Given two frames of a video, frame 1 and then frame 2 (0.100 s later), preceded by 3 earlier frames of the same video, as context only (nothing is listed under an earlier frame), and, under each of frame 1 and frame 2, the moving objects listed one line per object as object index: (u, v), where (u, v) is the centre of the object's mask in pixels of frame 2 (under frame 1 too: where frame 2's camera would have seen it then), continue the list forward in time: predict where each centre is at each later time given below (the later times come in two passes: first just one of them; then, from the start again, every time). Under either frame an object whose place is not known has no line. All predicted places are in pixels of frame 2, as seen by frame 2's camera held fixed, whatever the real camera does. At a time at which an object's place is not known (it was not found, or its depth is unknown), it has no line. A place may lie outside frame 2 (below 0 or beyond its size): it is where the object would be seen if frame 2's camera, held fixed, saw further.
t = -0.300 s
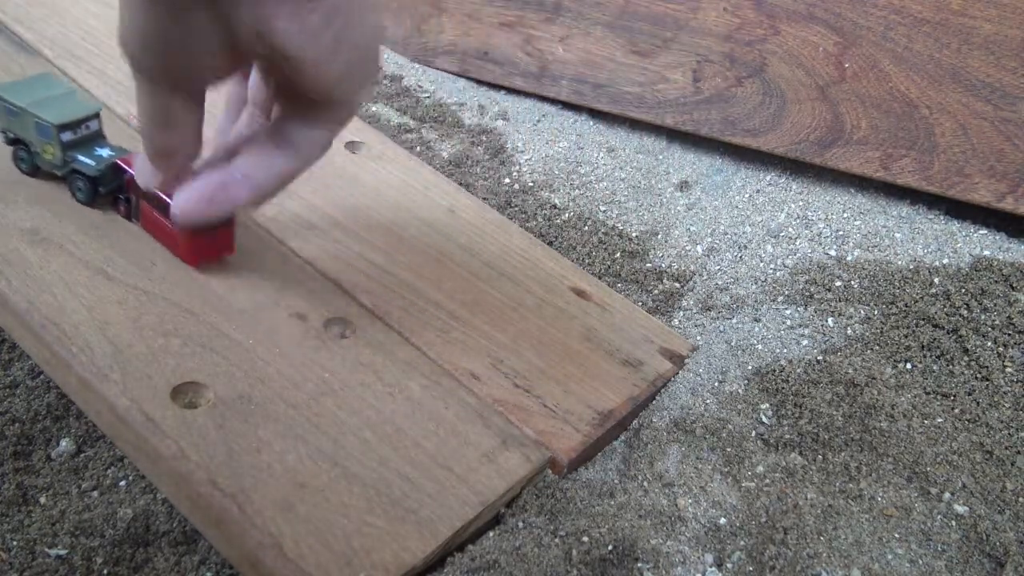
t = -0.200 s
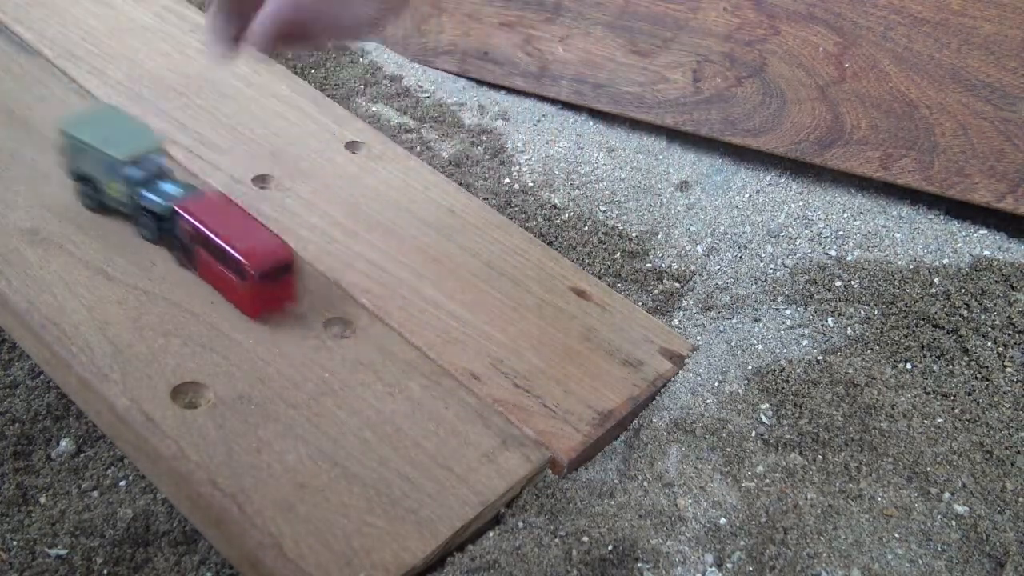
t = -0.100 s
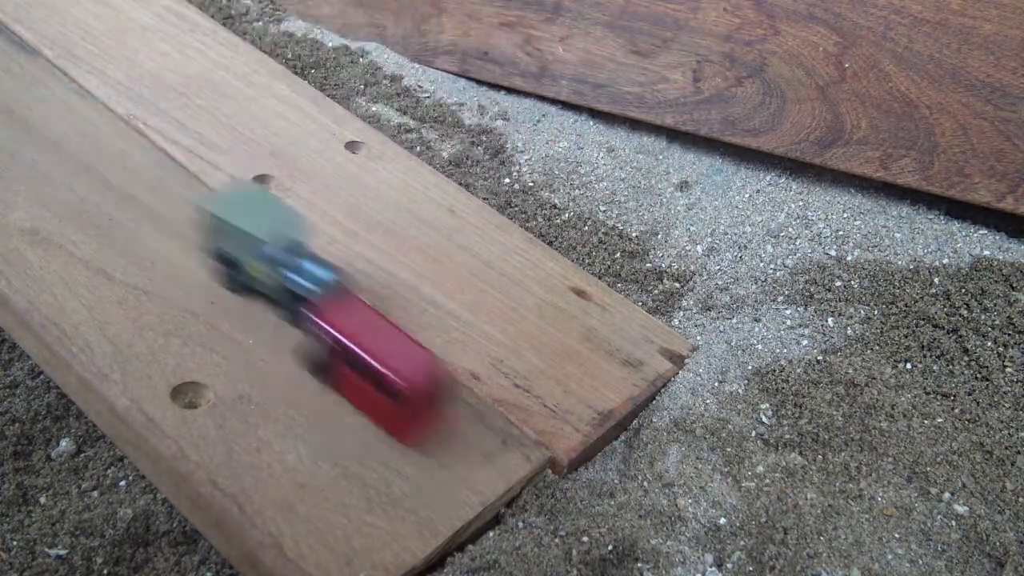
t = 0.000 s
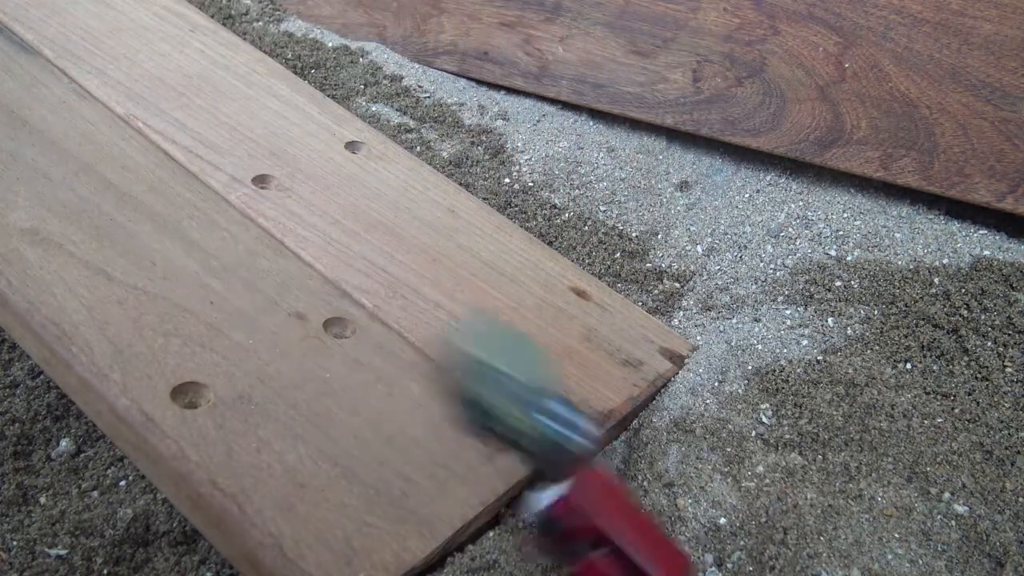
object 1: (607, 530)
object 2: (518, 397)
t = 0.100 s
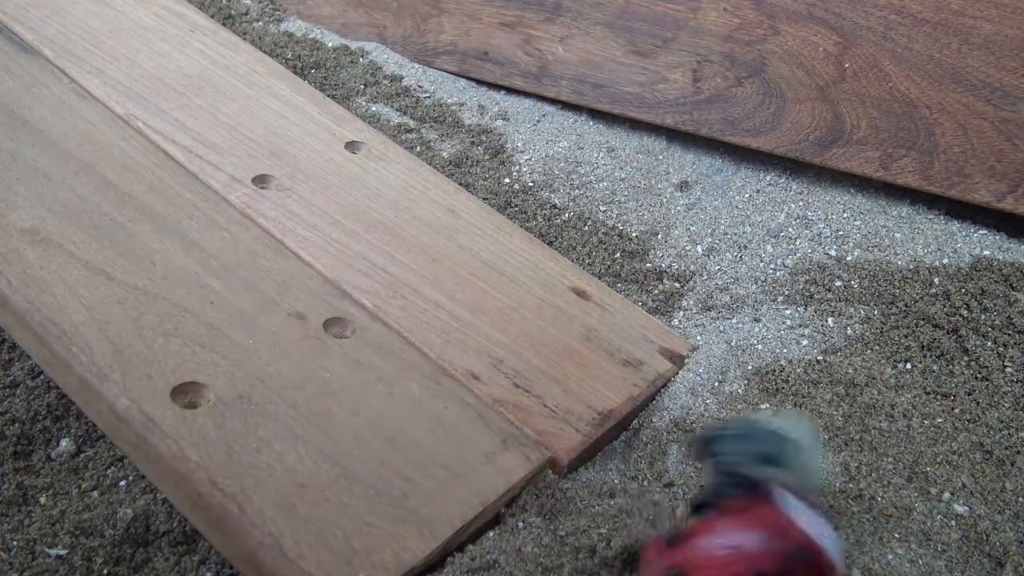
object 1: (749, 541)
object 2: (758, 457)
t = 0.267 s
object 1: (725, 549)
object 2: (806, 494)
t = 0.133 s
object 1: (763, 544)
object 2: (814, 485)
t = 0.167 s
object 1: (762, 546)
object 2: (824, 493)
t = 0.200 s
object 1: (754, 546)
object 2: (822, 494)
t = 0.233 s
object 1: (740, 547)
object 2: (815, 492)
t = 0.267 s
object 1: (725, 549)
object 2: (806, 494)
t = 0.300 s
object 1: (713, 549)
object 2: (803, 496)
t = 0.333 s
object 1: (705, 550)
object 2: (803, 498)
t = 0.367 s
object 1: (704, 550)
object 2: (803, 498)
